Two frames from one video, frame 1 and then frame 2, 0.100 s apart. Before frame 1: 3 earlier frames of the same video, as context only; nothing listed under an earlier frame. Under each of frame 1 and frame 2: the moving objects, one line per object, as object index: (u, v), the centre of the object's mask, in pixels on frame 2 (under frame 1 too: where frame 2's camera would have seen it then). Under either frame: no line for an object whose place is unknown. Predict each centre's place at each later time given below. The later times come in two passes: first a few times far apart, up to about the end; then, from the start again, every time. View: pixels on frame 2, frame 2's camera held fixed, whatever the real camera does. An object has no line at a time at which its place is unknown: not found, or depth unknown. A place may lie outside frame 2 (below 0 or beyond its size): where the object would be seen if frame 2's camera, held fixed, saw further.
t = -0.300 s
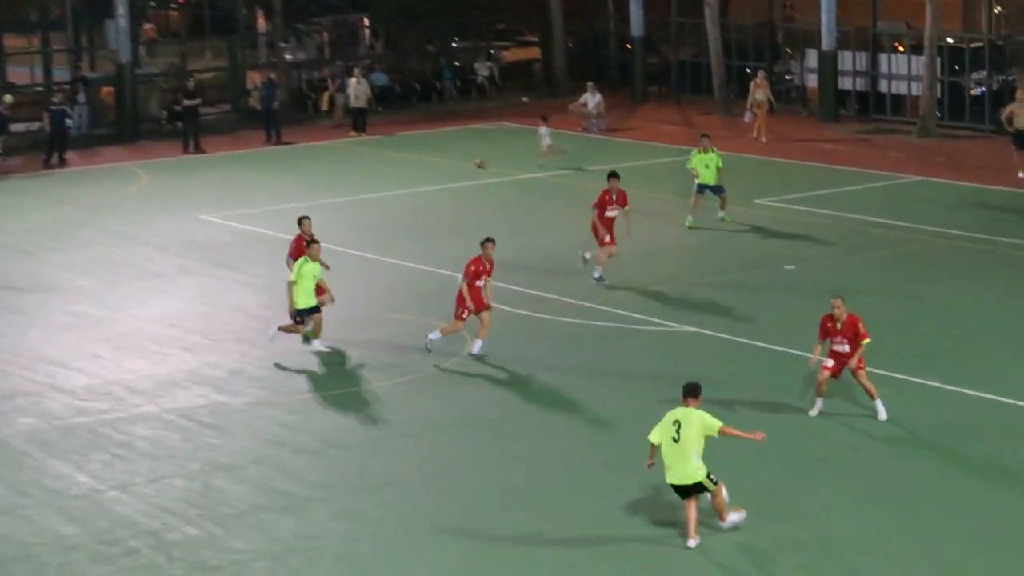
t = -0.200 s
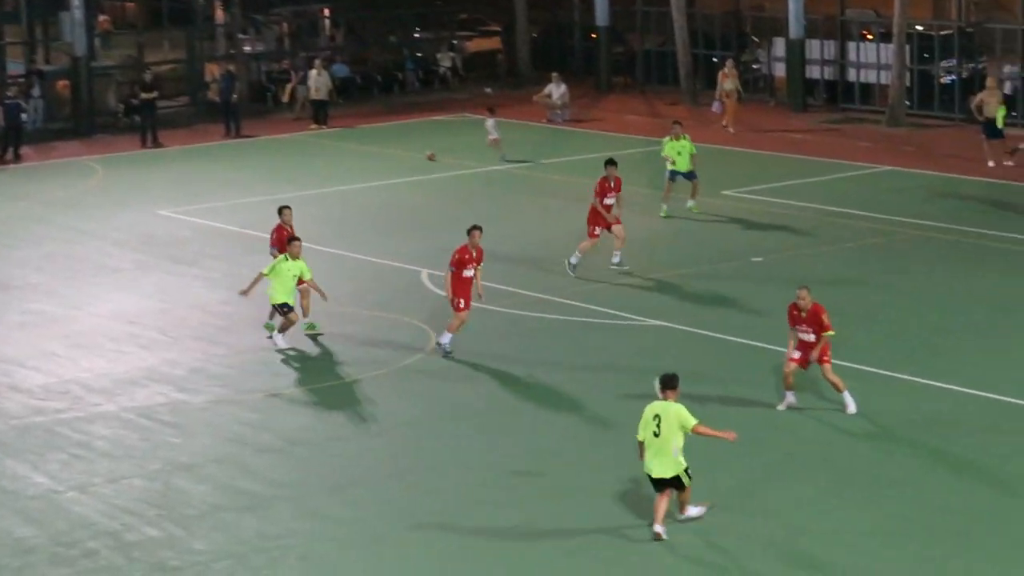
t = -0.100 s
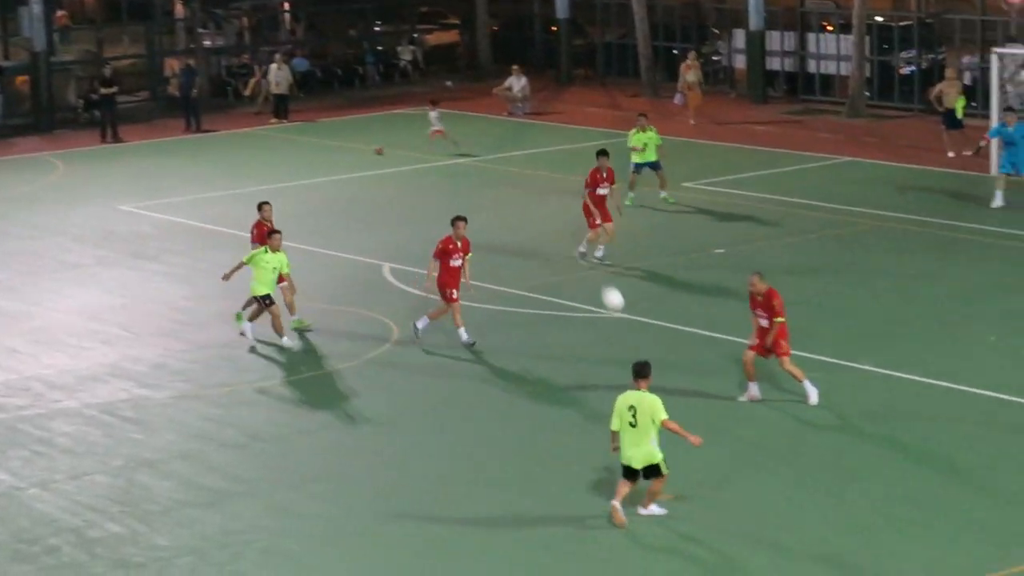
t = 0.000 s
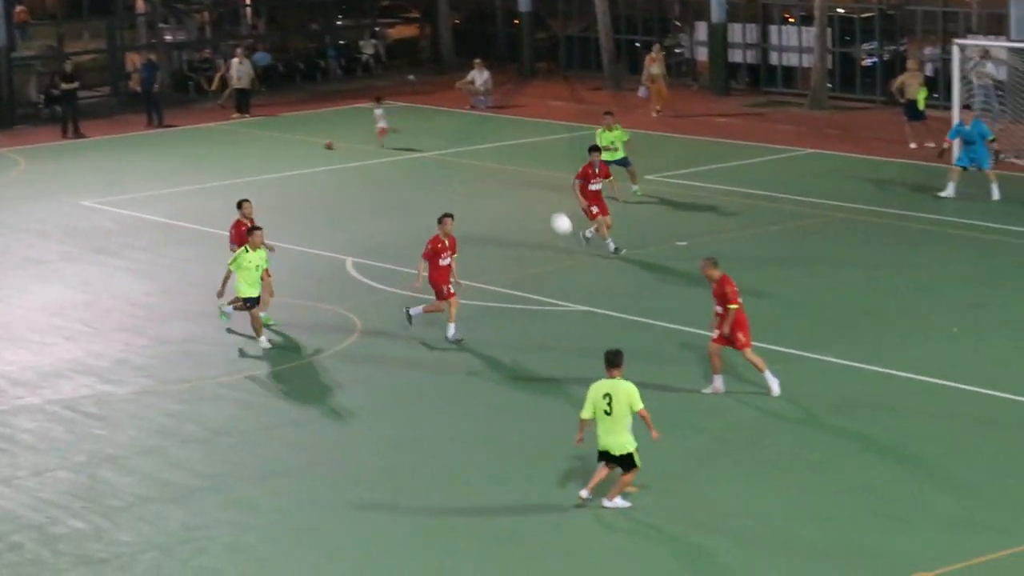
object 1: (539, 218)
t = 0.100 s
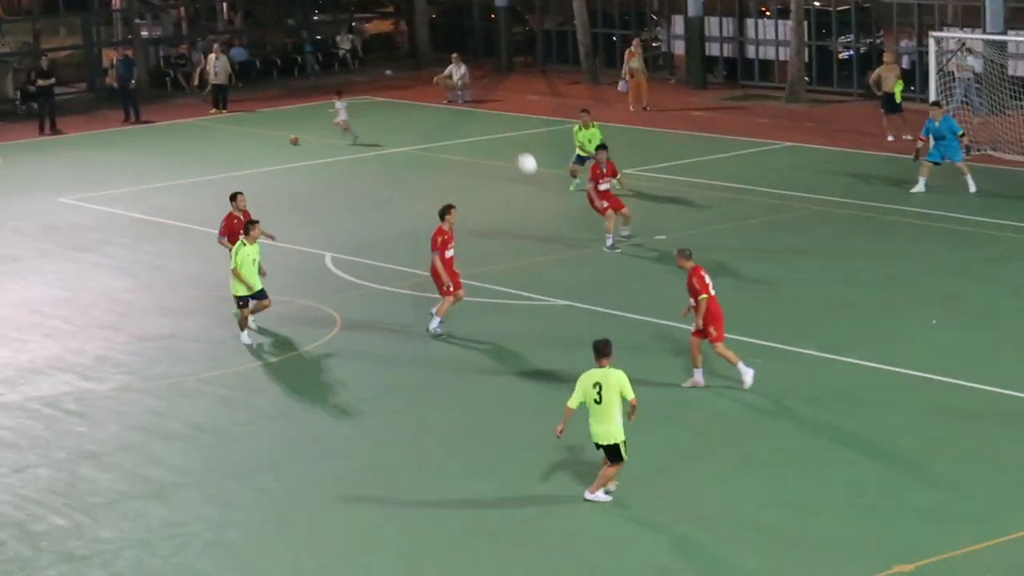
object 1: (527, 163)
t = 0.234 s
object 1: (511, 106)
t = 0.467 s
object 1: (490, 44)
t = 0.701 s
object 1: (473, 22)
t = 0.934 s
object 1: (459, 30)
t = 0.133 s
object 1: (522, 147)
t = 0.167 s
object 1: (518, 132)
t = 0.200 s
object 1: (514, 118)
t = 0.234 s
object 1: (511, 106)
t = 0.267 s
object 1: (507, 94)
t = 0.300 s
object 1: (504, 83)
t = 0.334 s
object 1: (501, 73)
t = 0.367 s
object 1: (498, 65)
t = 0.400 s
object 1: (495, 57)
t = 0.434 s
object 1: (492, 50)
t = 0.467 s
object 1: (490, 44)
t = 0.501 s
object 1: (486, 39)
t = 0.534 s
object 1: (484, 34)
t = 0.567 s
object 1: (482, 30)
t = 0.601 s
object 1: (479, 27)
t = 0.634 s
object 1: (477, 24)
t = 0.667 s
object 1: (475, 23)
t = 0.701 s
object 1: (473, 22)
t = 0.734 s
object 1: (471, 21)
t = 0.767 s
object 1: (469, 21)
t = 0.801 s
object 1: (466, 22)
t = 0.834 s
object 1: (464, 23)
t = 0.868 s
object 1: (462, 25)
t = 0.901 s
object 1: (461, 27)
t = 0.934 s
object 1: (459, 30)
